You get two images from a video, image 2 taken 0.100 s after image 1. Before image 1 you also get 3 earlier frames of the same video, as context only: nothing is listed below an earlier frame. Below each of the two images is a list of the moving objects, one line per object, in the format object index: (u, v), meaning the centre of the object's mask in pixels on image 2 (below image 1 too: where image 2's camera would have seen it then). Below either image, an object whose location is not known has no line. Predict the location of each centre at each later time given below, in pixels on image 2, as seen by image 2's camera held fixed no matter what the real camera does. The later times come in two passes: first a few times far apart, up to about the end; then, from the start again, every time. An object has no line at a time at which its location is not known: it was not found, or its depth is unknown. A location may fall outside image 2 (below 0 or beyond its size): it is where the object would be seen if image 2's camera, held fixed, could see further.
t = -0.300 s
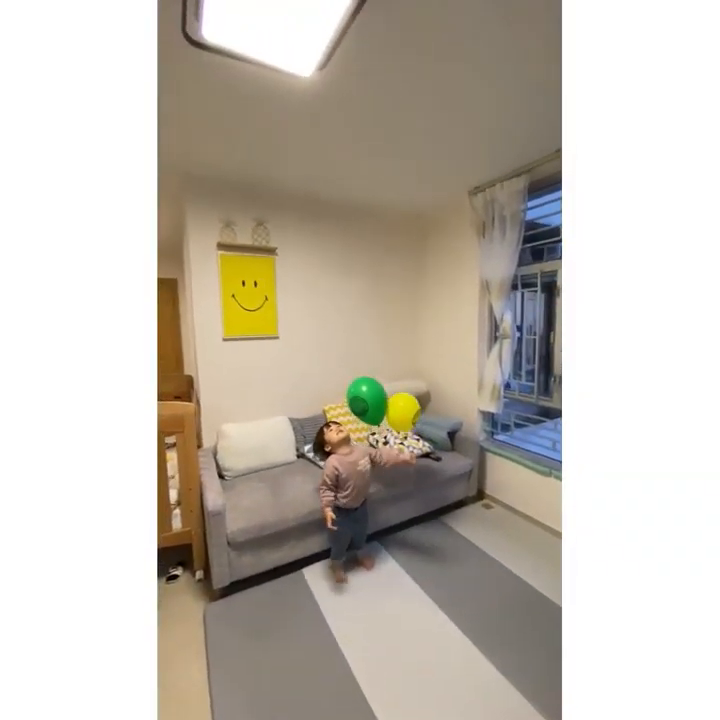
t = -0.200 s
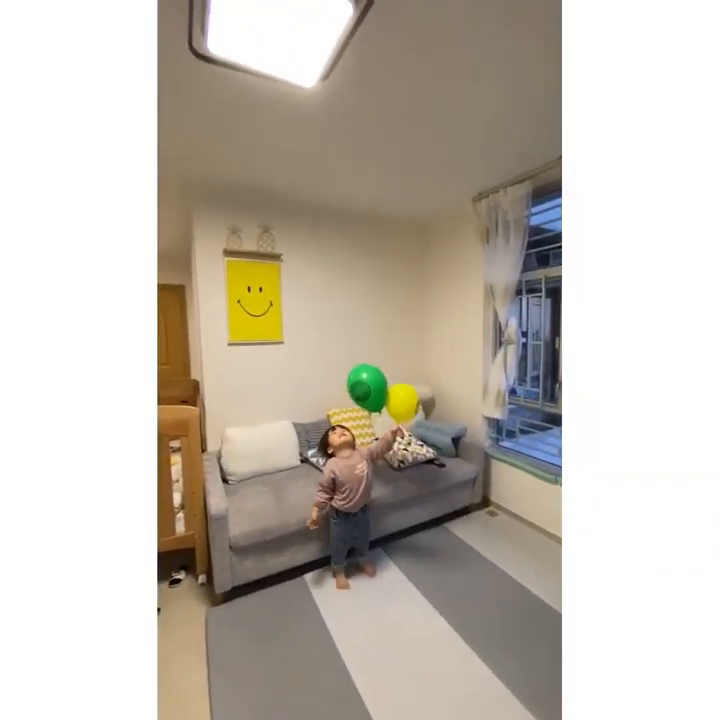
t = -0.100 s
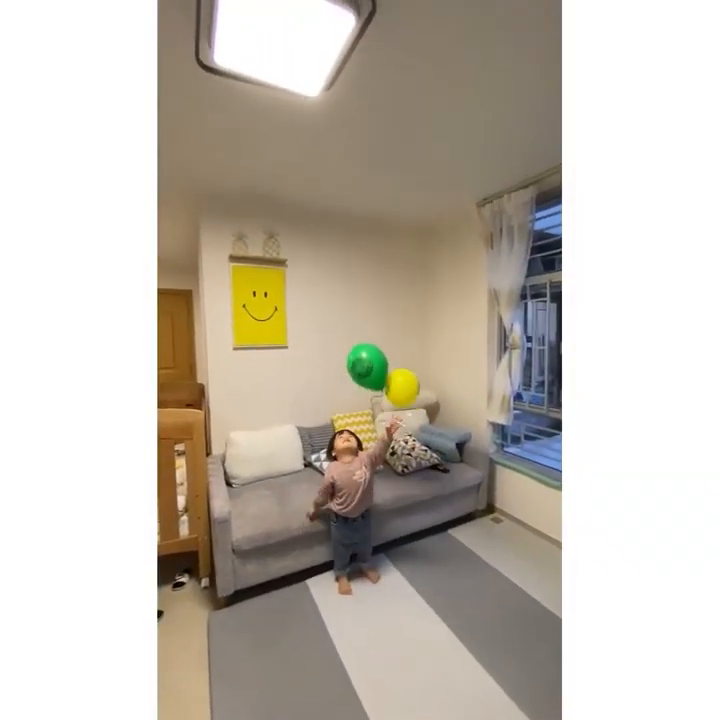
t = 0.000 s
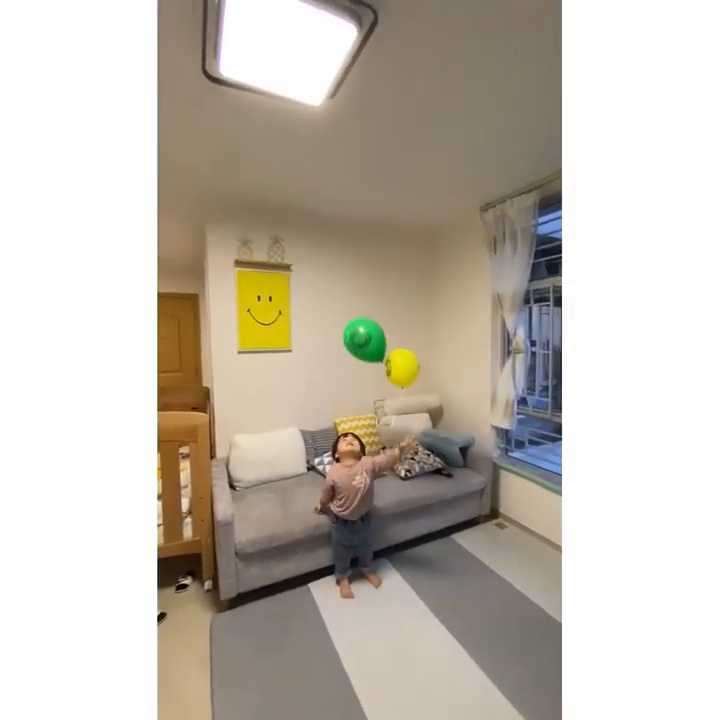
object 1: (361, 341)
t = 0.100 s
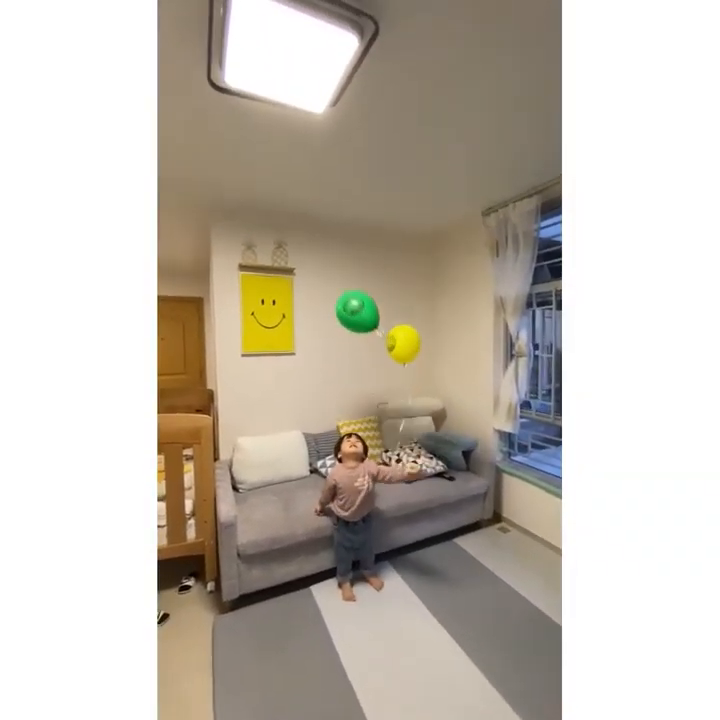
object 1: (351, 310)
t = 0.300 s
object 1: (327, 262)
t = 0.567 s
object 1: (303, 216)
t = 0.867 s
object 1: (307, 223)
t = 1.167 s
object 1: (315, 222)
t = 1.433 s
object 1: (316, 219)
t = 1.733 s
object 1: (318, 220)
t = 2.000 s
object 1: (320, 218)
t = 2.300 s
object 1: (324, 219)
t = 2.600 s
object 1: (328, 220)
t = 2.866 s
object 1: (331, 221)
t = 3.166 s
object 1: (333, 221)
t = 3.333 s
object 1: (335, 221)
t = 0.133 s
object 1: (347, 301)
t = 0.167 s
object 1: (343, 292)
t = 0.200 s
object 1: (338, 284)
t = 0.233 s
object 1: (334, 276)
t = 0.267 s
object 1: (330, 269)
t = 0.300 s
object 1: (327, 262)
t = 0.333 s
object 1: (323, 255)
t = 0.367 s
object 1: (319, 249)
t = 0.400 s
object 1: (316, 243)
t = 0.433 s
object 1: (314, 236)
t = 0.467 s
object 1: (311, 231)
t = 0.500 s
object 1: (308, 226)
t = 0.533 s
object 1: (305, 221)
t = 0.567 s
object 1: (303, 216)
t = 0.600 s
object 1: (302, 211)
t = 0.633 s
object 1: (300, 206)
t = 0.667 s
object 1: (300, 207)
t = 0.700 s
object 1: (302, 213)
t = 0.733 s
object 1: (303, 218)
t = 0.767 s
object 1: (304, 221)
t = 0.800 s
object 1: (305, 223)
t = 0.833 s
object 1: (308, 224)
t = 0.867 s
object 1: (307, 223)
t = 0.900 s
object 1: (308, 222)
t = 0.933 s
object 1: (311, 222)
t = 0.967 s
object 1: (313, 219)
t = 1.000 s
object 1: (314, 216)
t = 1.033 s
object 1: (315, 211)
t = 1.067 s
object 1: (315, 214)
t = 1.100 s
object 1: (315, 218)
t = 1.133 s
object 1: (315, 220)
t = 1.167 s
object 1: (315, 222)
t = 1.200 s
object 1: (315, 222)
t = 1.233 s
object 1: (315, 221)
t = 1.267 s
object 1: (315, 220)
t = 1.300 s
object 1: (315, 218)
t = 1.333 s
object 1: (315, 214)
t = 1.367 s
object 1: (315, 214)
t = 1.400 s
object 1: (316, 217)
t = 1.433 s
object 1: (316, 219)
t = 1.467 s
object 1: (316, 220)
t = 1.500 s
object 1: (316, 220)
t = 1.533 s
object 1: (317, 220)
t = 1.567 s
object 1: (317, 218)
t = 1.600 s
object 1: (317, 216)
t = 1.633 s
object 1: (317, 215)
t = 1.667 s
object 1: (317, 217)
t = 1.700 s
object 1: (318, 219)
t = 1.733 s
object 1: (318, 220)
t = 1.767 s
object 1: (318, 219)
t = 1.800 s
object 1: (318, 218)
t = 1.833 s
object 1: (319, 216)
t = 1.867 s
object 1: (319, 217)
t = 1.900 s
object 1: (319, 218)
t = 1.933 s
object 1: (320, 219)
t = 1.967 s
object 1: (320, 219)
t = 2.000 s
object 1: (320, 218)
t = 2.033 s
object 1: (321, 216)
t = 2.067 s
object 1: (321, 218)
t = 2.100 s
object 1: (322, 218)
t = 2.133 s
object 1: (322, 219)
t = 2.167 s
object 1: (322, 218)
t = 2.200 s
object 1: (323, 217)
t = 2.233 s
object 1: (323, 218)
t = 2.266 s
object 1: (323, 219)
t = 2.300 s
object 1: (324, 219)
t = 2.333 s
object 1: (324, 218)
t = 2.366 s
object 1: (325, 219)
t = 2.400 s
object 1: (325, 219)
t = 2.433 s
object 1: (326, 219)
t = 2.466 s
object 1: (326, 219)
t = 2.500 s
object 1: (326, 219)
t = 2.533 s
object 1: (327, 219)
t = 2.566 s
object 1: (327, 219)
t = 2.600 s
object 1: (328, 220)
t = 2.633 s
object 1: (328, 220)
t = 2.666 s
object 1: (329, 220)
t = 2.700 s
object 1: (329, 220)
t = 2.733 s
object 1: (329, 220)
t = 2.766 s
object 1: (330, 220)
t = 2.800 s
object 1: (330, 220)
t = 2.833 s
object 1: (330, 221)
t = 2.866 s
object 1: (331, 221)
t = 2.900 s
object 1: (331, 221)
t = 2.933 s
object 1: (331, 221)
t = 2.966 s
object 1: (332, 221)
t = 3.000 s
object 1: (332, 221)
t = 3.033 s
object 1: (333, 221)
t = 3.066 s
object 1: (333, 221)
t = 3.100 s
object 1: (333, 221)
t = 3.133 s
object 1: (333, 221)
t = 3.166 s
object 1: (333, 221)
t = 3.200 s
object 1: (334, 221)
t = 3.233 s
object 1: (334, 221)
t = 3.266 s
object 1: (334, 221)
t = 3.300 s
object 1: (334, 221)
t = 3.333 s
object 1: (335, 221)
